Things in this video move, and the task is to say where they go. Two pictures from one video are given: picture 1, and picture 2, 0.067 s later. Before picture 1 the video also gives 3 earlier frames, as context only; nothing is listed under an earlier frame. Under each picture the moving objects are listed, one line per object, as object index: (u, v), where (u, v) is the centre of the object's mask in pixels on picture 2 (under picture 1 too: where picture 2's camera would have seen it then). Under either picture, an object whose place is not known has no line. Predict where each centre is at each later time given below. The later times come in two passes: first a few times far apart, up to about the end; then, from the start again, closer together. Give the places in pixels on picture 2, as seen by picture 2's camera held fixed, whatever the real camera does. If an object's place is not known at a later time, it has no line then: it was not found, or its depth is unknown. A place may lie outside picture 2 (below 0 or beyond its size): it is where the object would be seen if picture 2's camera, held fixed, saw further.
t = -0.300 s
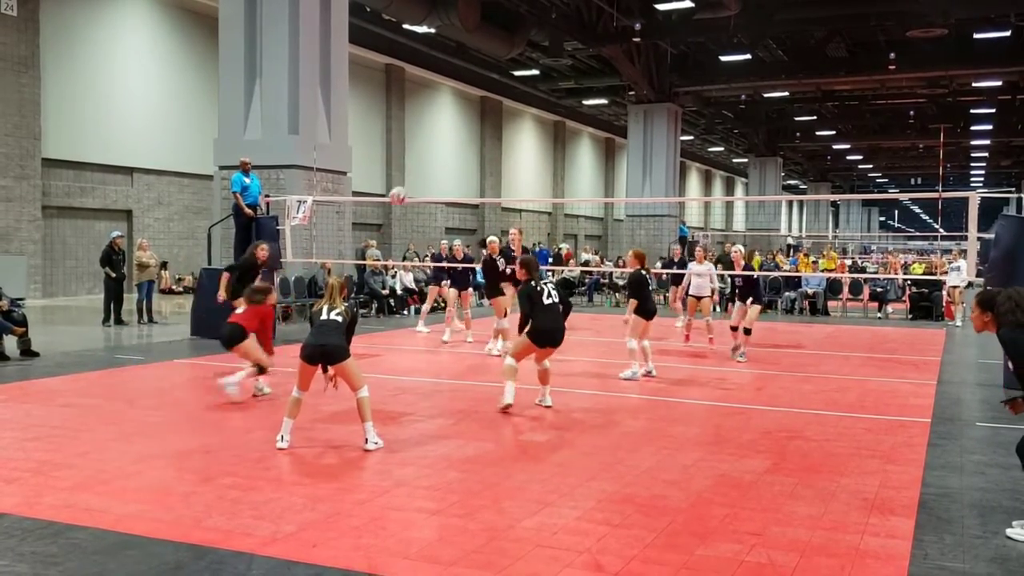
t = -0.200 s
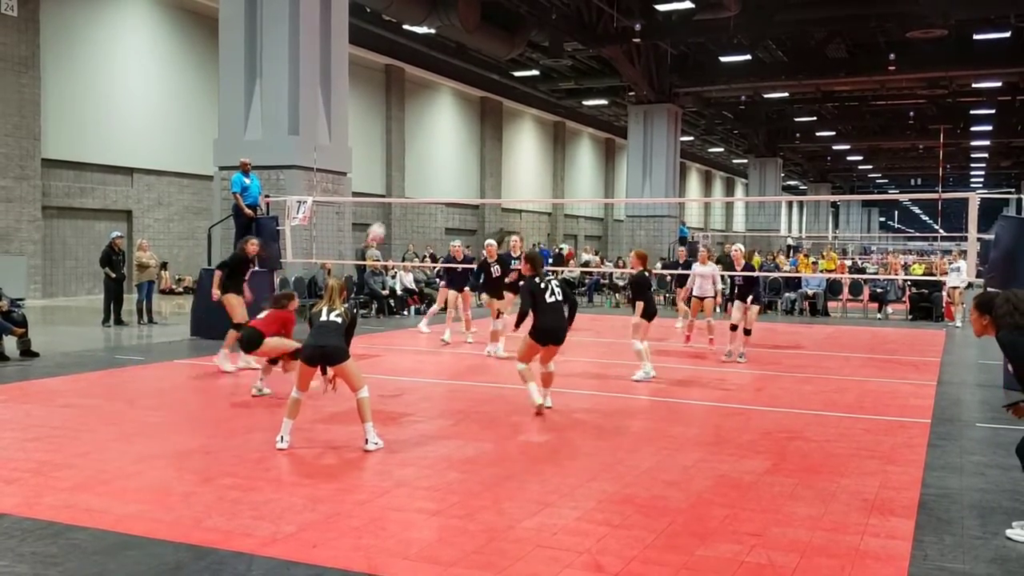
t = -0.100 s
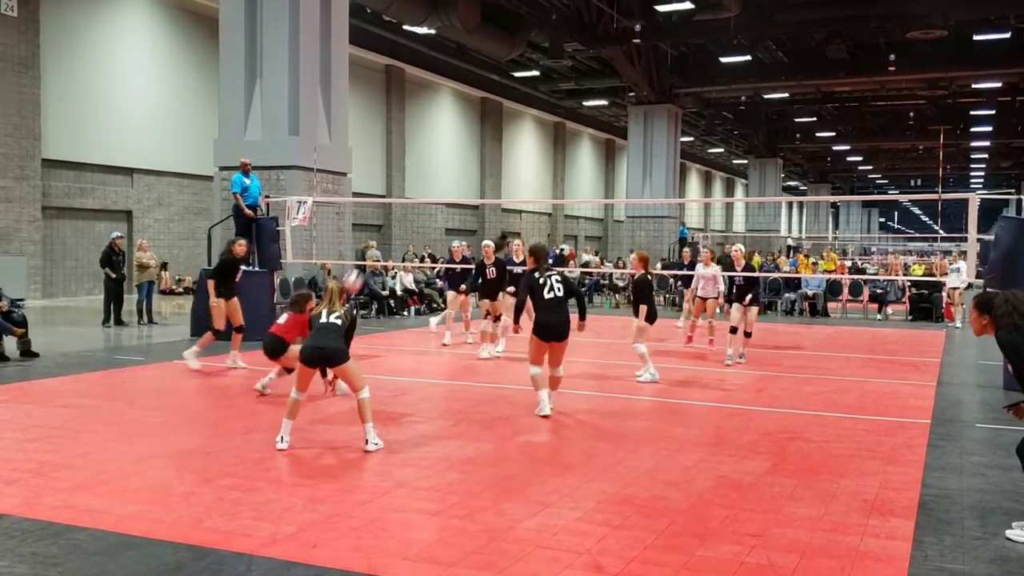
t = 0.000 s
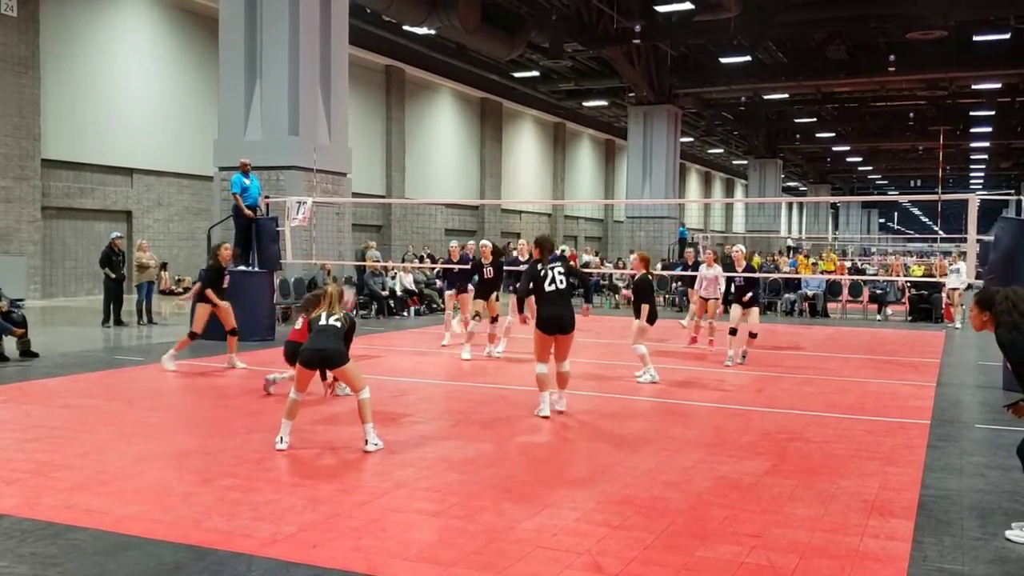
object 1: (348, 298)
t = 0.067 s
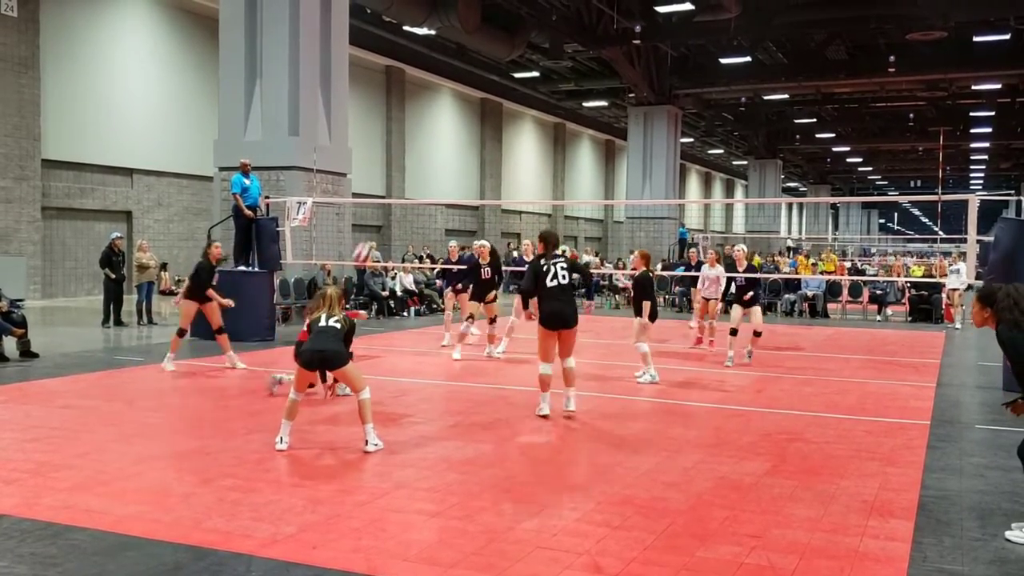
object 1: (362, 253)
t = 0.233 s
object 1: (402, 168)
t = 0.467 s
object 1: (454, 94)
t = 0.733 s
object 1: (507, 73)
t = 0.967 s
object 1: (550, 103)
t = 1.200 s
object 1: (587, 172)
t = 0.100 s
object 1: (371, 234)
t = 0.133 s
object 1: (380, 217)
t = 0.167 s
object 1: (387, 198)
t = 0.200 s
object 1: (394, 182)
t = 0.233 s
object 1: (402, 168)
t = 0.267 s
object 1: (410, 153)
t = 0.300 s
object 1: (417, 141)
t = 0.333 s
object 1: (425, 129)
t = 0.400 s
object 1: (439, 110)
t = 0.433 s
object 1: (447, 101)
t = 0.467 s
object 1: (454, 94)
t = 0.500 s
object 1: (462, 88)
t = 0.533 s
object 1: (468, 82)
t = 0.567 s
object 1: (475, 79)
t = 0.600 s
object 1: (481, 76)
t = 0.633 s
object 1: (488, 74)
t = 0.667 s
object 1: (494, 73)
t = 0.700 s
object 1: (501, 73)
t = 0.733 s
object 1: (507, 73)
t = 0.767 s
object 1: (513, 75)
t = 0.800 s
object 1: (520, 78)
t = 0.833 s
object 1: (525, 80)
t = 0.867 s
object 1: (532, 85)
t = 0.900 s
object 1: (538, 91)
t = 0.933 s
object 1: (544, 97)
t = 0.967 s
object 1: (550, 103)
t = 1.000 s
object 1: (555, 111)
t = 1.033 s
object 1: (560, 119)
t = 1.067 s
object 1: (566, 128)
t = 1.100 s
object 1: (571, 138)
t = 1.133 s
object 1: (576, 147)
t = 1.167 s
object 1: (581, 160)
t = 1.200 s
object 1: (587, 172)
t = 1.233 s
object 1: (592, 184)
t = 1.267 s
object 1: (597, 197)
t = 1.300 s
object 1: (602, 212)
